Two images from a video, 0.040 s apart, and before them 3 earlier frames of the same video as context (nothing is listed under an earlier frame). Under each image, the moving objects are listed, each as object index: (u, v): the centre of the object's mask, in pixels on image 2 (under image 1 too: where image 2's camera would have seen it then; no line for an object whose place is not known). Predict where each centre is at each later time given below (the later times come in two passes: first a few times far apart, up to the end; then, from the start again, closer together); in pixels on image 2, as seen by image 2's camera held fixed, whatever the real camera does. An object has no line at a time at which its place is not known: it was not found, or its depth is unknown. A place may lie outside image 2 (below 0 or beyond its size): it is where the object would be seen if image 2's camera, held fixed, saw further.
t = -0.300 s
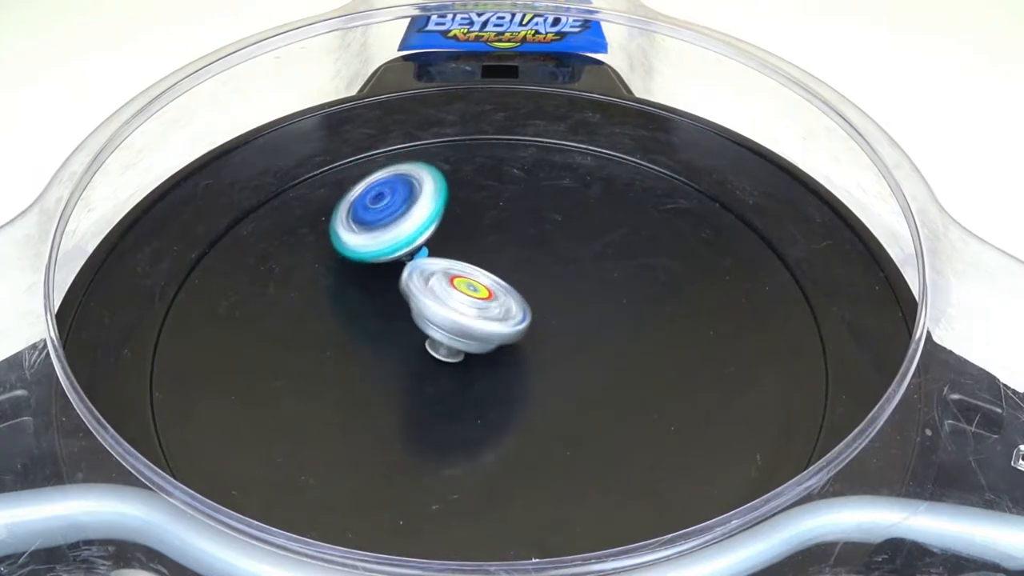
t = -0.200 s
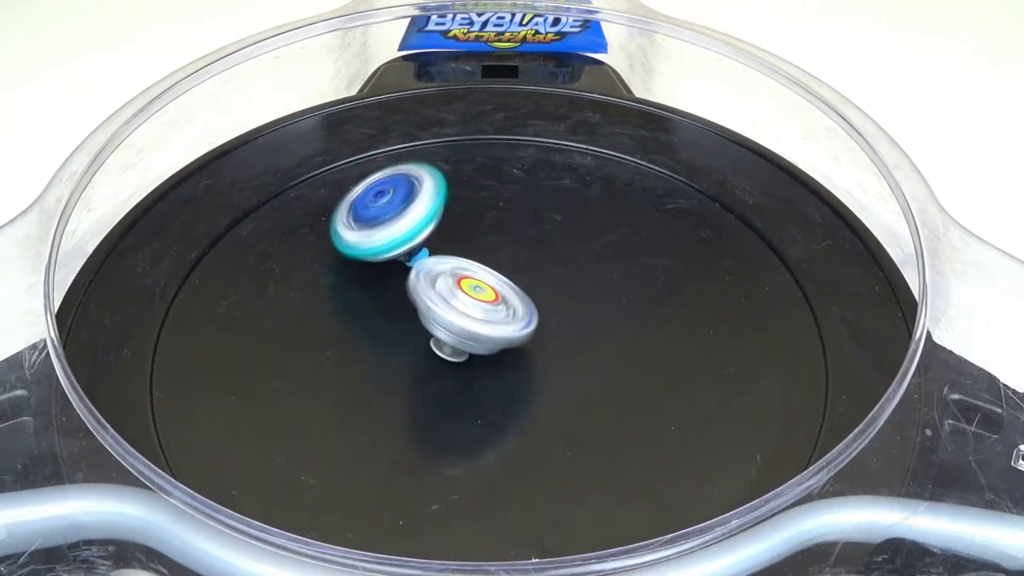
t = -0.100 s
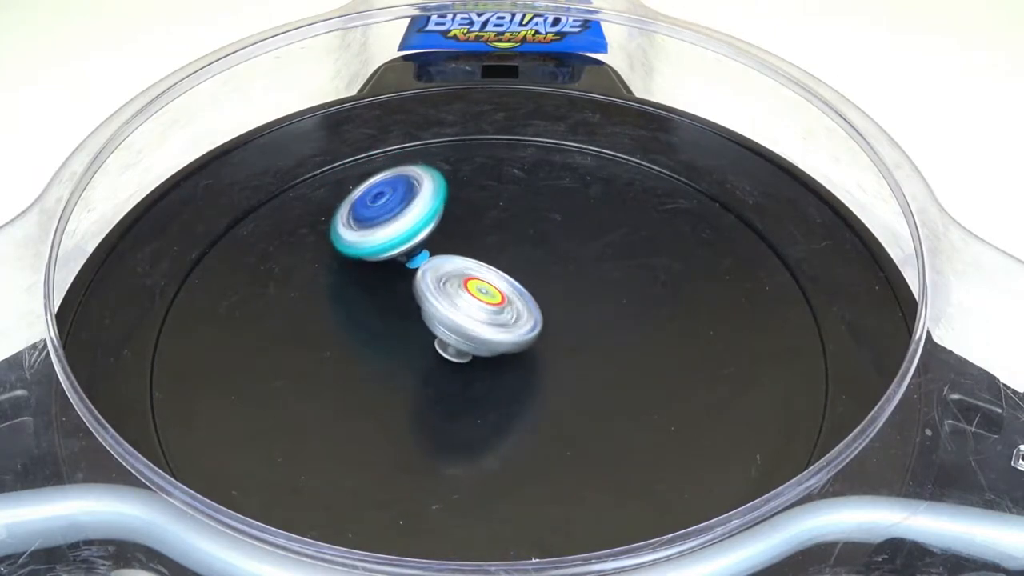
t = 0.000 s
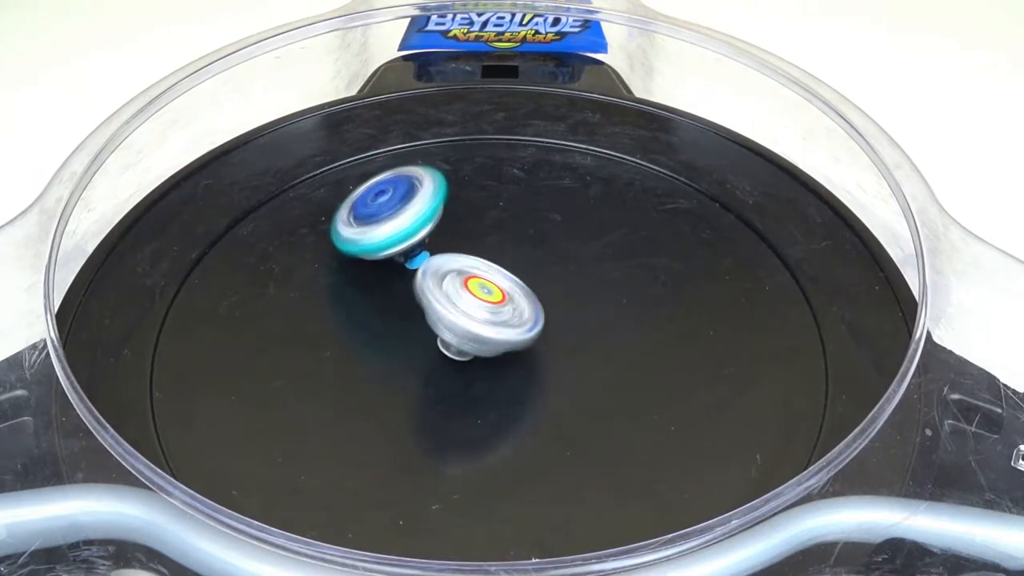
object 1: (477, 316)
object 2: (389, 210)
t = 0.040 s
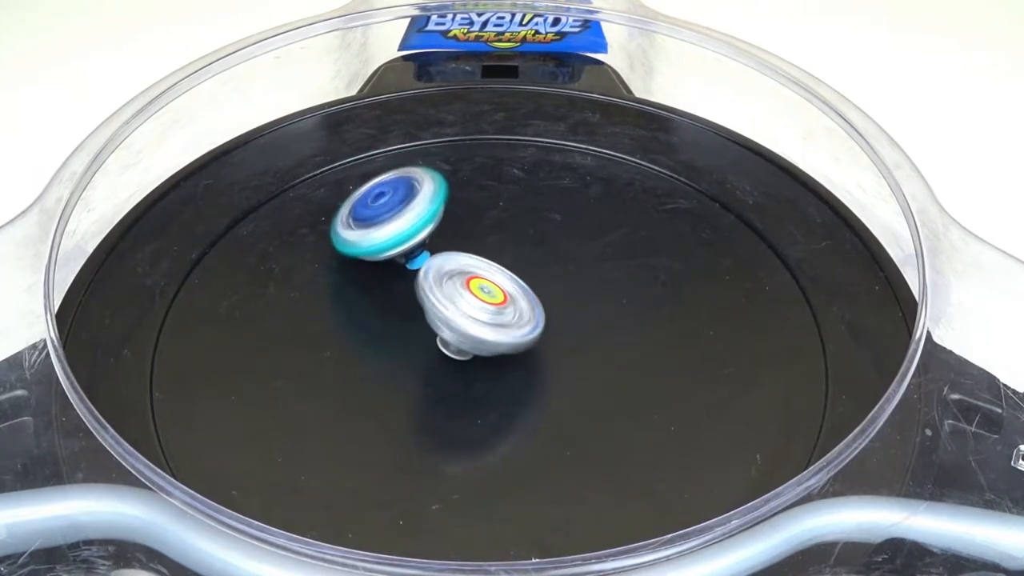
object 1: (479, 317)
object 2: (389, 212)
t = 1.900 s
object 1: (478, 328)
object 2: (440, 215)
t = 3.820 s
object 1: (509, 347)
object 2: (427, 242)
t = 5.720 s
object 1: (510, 339)
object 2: (456, 227)
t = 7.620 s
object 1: (529, 358)
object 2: (444, 278)
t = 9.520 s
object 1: (528, 261)
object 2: (566, 342)
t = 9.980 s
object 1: (576, 312)
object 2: (422, 275)
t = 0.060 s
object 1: (477, 315)
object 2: (387, 212)
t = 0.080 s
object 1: (477, 315)
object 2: (387, 210)
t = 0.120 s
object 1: (478, 314)
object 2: (389, 209)
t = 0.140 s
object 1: (478, 313)
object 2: (391, 210)
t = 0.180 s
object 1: (480, 313)
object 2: (388, 211)
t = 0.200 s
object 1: (479, 311)
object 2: (390, 214)
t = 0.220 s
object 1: (479, 311)
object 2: (392, 213)
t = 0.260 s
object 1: (480, 309)
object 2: (394, 215)
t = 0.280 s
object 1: (479, 308)
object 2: (392, 215)
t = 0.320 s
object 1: (479, 307)
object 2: (391, 213)
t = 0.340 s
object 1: (478, 305)
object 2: (394, 212)
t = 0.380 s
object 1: (478, 306)
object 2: (395, 213)
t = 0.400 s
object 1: (478, 305)
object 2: (394, 214)
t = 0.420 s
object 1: (477, 305)
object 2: (392, 213)
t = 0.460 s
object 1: (477, 305)
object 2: (397, 210)
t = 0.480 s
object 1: (477, 306)
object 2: (399, 211)
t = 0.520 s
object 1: (478, 305)
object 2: (396, 211)
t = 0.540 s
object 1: (478, 305)
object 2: (395, 211)
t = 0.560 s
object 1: (479, 306)
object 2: (398, 208)
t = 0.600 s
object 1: (479, 305)
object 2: (402, 210)
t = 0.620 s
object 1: (480, 306)
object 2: (401, 211)
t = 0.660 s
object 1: (480, 305)
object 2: (398, 208)
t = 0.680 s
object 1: (480, 307)
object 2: (401, 207)
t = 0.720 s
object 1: (479, 306)
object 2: (405, 209)
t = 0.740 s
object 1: (480, 307)
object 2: (403, 209)
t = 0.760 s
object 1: (480, 308)
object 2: (402, 208)
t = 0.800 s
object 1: (479, 308)
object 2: (405, 206)
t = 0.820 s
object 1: (480, 308)
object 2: (407, 206)
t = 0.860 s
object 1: (479, 308)
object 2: (407, 208)
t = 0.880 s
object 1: (479, 308)
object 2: (405, 208)
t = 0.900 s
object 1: (478, 307)
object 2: (405, 206)
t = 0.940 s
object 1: (479, 306)
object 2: (412, 206)
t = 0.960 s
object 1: (478, 305)
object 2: (413, 208)
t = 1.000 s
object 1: (479, 305)
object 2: (410, 207)
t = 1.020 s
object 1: (478, 303)
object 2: (411, 205)
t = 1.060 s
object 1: (479, 303)
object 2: (417, 206)
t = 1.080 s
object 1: (477, 302)
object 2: (417, 208)
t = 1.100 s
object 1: (477, 303)
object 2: (417, 208)
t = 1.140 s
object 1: (476, 302)
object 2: (417, 207)
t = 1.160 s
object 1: (478, 303)
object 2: (418, 206)
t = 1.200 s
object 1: (477, 303)
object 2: (422, 208)
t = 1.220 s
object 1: (479, 304)
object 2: (421, 208)
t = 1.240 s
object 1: (478, 304)
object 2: (419, 208)
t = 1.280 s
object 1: (480, 306)
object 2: (421, 207)
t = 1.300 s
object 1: (480, 306)
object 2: (424, 207)
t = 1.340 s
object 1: (481, 310)
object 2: (425, 209)
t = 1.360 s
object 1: (480, 310)
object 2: (424, 209)
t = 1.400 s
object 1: (481, 314)
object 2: (426, 208)
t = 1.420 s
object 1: (479, 314)
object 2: (428, 208)
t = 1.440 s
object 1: (481, 317)
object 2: (429, 209)
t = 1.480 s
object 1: (479, 319)
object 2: (428, 210)
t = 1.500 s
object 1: (481, 320)
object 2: (429, 210)
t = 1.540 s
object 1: (481, 323)
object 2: (432, 209)
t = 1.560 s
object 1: (481, 323)
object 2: (434, 210)
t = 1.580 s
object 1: (480, 323)
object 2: (434, 212)
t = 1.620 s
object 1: (482, 326)
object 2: (433, 212)
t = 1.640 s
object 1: (481, 328)
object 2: (434, 211)
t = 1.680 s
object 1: (482, 328)
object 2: (437, 212)
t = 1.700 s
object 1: (481, 325)
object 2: (438, 213)
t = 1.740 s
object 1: (480, 325)
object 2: (436, 214)
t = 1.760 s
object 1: (480, 327)
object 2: (436, 214)
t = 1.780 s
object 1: (481, 326)
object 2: (437, 214)
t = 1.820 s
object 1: (479, 326)
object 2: (441, 214)
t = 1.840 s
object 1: (479, 329)
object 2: (441, 215)
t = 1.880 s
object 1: (480, 325)
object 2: (439, 215)
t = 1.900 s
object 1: (478, 328)
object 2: (440, 215)
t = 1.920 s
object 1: (479, 330)
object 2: (443, 215)
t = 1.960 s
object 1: (479, 330)
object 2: (444, 216)
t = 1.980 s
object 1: (479, 329)
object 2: (443, 218)
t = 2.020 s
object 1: (479, 331)
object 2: (443, 218)
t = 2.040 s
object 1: (481, 330)
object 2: (445, 217)
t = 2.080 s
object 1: (481, 332)
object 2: (447, 219)
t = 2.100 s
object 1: (480, 332)
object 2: (446, 220)
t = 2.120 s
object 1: (480, 332)
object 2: (445, 220)
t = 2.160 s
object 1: (481, 332)
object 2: (447, 219)
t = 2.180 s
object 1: (481, 333)
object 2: (449, 220)
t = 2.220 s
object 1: (482, 333)
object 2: (448, 222)
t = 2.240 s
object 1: (483, 335)
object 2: (447, 222)
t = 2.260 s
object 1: (483, 339)
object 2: (447, 222)
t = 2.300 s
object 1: (485, 349)
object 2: (449, 224)
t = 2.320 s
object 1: (488, 353)
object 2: (448, 226)
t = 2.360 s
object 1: (490, 362)
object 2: (446, 225)
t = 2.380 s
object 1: (490, 365)
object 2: (447, 225)
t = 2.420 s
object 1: (494, 374)
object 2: (451, 226)
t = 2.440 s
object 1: (494, 377)
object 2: (450, 228)
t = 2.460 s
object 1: (497, 380)
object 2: (449, 229)
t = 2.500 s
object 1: (497, 387)
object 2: (447, 228)
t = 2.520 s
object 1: (500, 387)
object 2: (448, 228)
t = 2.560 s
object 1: (504, 390)
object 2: (451, 230)
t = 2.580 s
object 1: (504, 391)
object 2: (450, 232)
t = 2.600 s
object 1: (504, 392)
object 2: (448, 232)
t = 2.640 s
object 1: (505, 394)
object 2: (449, 230)
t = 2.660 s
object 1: (508, 393)
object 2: (451, 231)
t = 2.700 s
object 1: (510, 390)
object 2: (449, 234)
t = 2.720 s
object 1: (508, 388)
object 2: (446, 236)
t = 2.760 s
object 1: (507, 384)
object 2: (447, 235)
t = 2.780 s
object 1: (505, 379)
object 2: (450, 235)
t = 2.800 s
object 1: (507, 379)
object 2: (450, 237)
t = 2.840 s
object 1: (505, 373)
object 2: (444, 239)
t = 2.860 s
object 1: (504, 368)
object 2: (443, 238)
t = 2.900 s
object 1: (501, 362)
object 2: (447, 238)
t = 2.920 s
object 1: (499, 360)
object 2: (448, 240)
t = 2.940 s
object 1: (499, 358)
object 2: (447, 241)
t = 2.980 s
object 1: (495, 354)
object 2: (441, 242)
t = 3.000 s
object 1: (491, 352)
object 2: (442, 241)
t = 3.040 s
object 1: (487, 355)
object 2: (445, 238)
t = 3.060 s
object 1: (484, 360)
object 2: (445, 236)
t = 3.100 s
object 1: (479, 369)
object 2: (444, 237)
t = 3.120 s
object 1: (477, 372)
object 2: (445, 238)
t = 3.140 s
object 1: (474, 372)
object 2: (445, 239)
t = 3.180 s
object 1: (470, 372)
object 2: (443, 239)
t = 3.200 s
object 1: (467, 370)
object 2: (442, 239)
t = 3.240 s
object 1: (465, 367)
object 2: (443, 240)
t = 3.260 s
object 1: (464, 366)
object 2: (443, 241)
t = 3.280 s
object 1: (461, 363)
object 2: (441, 241)
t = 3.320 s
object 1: (459, 358)
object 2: (440, 239)
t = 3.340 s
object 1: (459, 361)
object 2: (441, 237)
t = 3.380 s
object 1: (461, 368)
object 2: (445, 241)
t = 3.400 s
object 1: (462, 370)
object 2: (442, 242)
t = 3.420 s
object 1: (464, 372)
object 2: (438, 242)
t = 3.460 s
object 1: (468, 373)
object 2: (436, 240)
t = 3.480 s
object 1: (468, 375)
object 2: (438, 240)
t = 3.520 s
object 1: (473, 373)
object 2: (437, 243)
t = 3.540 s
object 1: (477, 371)
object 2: (433, 243)
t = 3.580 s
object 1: (482, 368)
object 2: (431, 240)
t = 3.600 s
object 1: (483, 367)
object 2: (433, 239)
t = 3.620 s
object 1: (487, 364)
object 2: (435, 241)
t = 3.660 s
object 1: (493, 361)
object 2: (430, 242)
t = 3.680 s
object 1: (494, 358)
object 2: (428, 241)
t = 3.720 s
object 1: (498, 355)
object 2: (431, 240)
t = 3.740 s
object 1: (502, 354)
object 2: (431, 243)
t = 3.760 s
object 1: (502, 350)
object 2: (429, 244)
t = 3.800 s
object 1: (507, 348)
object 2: (425, 243)
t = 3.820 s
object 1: (509, 347)
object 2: (427, 242)
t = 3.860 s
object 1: (511, 345)
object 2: (428, 245)
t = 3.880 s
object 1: (512, 341)
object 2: (425, 247)
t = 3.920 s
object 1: (515, 340)
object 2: (424, 245)
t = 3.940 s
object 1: (516, 341)
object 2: (426, 244)
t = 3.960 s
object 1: (518, 339)
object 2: (427, 245)
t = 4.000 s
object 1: (521, 341)
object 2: (423, 249)
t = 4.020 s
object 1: (523, 343)
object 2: (421, 248)
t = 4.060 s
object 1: (524, 344)
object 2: (422, 246)
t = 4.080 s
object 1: (526, 343)
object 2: (423, 246)
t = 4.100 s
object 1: (525, 344)
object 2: (422, 248)
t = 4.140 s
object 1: (526, 345)
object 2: (418, 248)
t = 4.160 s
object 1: (527, 344)
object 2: (417, 247)
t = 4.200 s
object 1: (526, 345)
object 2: (419, 247)
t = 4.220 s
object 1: (524, 346)
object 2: (418, 248)
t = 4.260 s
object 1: (523, 346)
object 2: (414, 248)
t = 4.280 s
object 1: (522, 346)
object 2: (413, 247)
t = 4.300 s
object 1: (519, 347)
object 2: (414, 246)
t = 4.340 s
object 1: (517, 348)
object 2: (414, 248)
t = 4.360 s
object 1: (516, 348)
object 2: (412, 249)
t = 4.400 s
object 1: (512, 348)
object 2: (412, 246)
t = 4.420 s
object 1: (509, 348)
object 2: (413, 246)
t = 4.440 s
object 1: (508, 348)
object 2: (413, 246)
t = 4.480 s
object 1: (504, 348)
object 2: (410, 248)
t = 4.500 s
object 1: (500, 347)
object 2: (410, 247)
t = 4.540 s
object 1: (496, 346)
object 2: (411, 245)
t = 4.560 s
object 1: (494, 346)
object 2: (411, 246)
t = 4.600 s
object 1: (490, 344)
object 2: (408, 246)
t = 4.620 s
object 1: (488, 343)
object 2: (408, 245)
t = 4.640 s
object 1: (486, 342)
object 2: (409, 244)
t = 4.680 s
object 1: (483, 340)
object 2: (409, 243)
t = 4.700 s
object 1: (482, 340)
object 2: (407, 243)
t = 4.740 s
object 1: (484, 340)
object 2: (409, 239)
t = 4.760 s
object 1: (485, 340)
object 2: (411, 239)
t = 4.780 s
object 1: (484, 339)
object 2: (412, 239)
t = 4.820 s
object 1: (484, 337)
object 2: (407, 241)
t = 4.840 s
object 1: (485, 336)
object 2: (407, 239)
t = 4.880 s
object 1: (485, 333)
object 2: (411, 238)
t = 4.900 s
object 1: (485, 331)
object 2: (412, 237)
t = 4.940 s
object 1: (486, 328)
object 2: (408, 238)
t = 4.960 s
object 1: (488, 327)
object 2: (408, 237)
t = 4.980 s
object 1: (488, 325)
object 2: (412, 240)
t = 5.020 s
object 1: (490, 325)
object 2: (416, 240)
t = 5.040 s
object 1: (492, 323)
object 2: (415, 240)
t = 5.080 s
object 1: (495, 321)
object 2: (413, 238)
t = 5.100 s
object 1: (496, 321)
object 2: (414, 236)
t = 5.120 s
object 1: (498, 320)
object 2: (417, 236)
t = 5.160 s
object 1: (501, 318)
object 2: (420, 235)
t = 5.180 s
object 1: (502, 318)
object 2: (419, 236)
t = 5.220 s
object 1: (505, 318)
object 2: (417, 231)
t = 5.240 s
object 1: (508, 317)
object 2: (418, 229)
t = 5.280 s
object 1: (511, 318)
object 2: (425, 228)
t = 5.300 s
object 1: (511, 320)
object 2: (424, 228)
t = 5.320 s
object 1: (513, 320)
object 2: (423, 228)
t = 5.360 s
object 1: (515, 321)
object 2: (424, 224)
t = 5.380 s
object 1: (515, 323)
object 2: (427, 223)
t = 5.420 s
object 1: (517, 324)
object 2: (434, 225)
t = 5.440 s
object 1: (517, 324)
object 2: (434, 226)
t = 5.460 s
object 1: (517, 326)
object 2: (433, 226)
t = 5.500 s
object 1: (517, 328)
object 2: (435, 223)
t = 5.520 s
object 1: (517, 329)
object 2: (439, 222)
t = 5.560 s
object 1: (517, 331)
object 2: (444, 225)
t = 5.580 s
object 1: (516, 332)
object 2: (444, 225)
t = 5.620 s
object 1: (514, 335)
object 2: (445, 224)
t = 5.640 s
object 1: (513, 336)
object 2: (447, 223)
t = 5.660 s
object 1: (513, 337)
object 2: (451, 223)
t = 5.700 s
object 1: (511, 338)
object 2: (455, 229)
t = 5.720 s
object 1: (510, 339)
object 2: (456, 227)
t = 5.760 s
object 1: (507, 340)
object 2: (457, 227)
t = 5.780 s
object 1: (507, 340)
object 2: (459, 226)
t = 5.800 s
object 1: (505, 341)
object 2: (461, 226)
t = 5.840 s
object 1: (501, 341)
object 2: (466, 230)
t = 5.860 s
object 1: (500, 342)
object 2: (467, 233)
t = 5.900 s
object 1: (496, 341)
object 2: (469, 240)
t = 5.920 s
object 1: (494, 342)
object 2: (470, 239)
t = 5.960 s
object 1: (490, 341)
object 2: (473, 240)
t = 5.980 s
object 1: (488, 340)
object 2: (474, 241)
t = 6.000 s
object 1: (485, 343)
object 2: (477, 240)
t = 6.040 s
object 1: (477, 344)
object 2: (481, 243)
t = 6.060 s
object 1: (470, 347)
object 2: (484, 244)
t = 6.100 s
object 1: (457, 355)
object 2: (489, 249)
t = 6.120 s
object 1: (454, 357)
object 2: (489, 253)
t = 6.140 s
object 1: (450, 359)
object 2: (489, 258)
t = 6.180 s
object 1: (446, 351)
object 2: (489, 259)
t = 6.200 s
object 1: (445, 354)
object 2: (490, 260)
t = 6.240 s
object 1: (440, 361)
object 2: (494, 260)
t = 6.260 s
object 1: (437, 361)
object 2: (493, 263)
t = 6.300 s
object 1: (430, 365)
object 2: (493, 265)
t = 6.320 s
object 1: (426, 365)
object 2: (496, 266)
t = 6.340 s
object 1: (421, 366)
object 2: (494, 267)
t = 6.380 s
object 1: (419, 366)
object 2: (490, 271)
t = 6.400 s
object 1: (420, 366)
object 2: (489, 272)
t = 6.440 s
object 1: (393, 383)
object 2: (499, 264)
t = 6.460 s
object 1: (383, 389)
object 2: (499, 258)
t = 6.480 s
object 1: (372, 393)
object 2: (498, 257)
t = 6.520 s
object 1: (364, 397)
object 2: (495, 257)
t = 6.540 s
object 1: (363, 396)
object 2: (495, 259)
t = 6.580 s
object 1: (364, 399)
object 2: (492, 261)
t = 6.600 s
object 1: (368, 397)
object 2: (488, 263)
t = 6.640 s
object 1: (369, 396)
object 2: (480, 264)
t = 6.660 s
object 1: (372, 395)
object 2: (477, 265)
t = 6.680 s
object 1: (374, 394)
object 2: (475, 267)
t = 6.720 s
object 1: (380, 393)
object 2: (470, 268)
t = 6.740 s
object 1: (384, 390)
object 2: (467, 269)
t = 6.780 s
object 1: (392, 389)
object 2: (460, 270)
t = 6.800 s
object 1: (397, 382)
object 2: (458, 268)
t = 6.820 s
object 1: (400, 389)
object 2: (456, 267)
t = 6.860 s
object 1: (409, 377)
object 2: (453, 266)
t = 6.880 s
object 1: (414, 374)
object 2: (451, 265)
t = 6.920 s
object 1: (424, 380)
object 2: (446, 262)
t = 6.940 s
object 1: (431, 379)
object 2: (442, 260)
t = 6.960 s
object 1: (435, 373)
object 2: (438, 258)
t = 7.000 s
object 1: (445, 368)
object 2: (433, 257)
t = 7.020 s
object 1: (451, 368)
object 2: (430, 257)
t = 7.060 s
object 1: (462, 367)
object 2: (424, 258)
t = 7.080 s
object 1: (469, 364)
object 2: (422, 259)
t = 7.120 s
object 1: (482, 364)
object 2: (418, 261)
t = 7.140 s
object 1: (490, 364)
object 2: (418, 262)
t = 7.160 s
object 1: (492, 365)
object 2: (417, 264)
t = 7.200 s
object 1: (502, 364)
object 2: (417, 264)
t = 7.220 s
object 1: (505, 365)
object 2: (417, 263)
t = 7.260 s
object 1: (513, 365)
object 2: (416, 262)
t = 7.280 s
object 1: (517, 364)
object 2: (415, 261)
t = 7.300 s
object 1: (521, 364)
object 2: (414, 260)
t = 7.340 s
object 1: (525, 363)
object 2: (414, 259)
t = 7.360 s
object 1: (527, 364)
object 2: (415, 257)
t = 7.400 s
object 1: (532, 369)
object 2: (414, 255)
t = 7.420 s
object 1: (535, 359)
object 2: (414, 254)
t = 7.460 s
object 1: (535, 362)
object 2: (417, 252)
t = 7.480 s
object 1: (533, 368)
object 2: (421, 252)
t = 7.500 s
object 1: (534, 361)
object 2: (424, 258)
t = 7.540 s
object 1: (530, 359)
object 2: (437, 261)
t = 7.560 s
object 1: (531, 361)
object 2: (442, 268)
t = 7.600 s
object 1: (526, 362)
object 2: (443, 272)
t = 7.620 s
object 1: (529, 358)
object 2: (444, 278)
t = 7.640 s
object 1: (531, 365)
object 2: (447, 272)
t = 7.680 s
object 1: (538, 372)
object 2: (454, 278)
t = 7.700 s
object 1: (540, 372)
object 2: (458, 278)
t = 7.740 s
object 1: (541, 377)
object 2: (471, 279)
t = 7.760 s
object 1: (549, 383)
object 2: (475, 282)
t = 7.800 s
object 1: (558, 405)
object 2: (477, 274)
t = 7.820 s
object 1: (565, 412)
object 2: (478, 269)
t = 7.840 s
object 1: (569, 420)
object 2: (479, 268)
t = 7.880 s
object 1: (576, 429)
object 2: (485, 266)
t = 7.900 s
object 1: (579, 435)
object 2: (487, 265)
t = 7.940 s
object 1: (580, 437)
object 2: (489, 268)
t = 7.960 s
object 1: (582, 437)
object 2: (489, 267)
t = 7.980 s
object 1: (579, 436)
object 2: (492, 267)
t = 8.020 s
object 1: (577, 430)
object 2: (490, 255)
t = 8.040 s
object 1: (576, 428)
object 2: (490, 254)
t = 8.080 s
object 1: (574, 418)
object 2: (492, 251)
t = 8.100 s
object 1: (574, 414)
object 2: (494, 250)
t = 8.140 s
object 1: (571, 406)
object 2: (499, 247)
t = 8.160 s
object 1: (570, 405)
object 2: (501, 248)
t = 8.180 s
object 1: (564, 402)
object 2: (501, 248)
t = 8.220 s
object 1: (558, 395)
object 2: (502, 247)
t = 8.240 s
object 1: (552, 391)
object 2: (503, 248)
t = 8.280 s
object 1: (543, 385)
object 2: (502, 250)
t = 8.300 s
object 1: (536, 380)
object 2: (501, 246)
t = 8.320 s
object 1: (527, 378)
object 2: (499, 248)
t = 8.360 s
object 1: (513, 368)
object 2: (499, 251)
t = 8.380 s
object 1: (504, 364)
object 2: (498, 251)
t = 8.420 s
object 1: (482, 359)
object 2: (501, 269)
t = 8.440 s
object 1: (468, 362)
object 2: (506, 262)
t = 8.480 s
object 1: (442, 357)
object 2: (514, 261)
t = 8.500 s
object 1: (431, 359)
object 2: (523, 272)
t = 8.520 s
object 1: (424, 358)
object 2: (527, 288)
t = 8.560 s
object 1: (405, 350)
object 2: (536, 274)
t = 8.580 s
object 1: (398, 351)
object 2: (539, 277)
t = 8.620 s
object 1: (387, 345)
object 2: (549, 289)
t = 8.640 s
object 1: (386, 343)
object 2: (549, 285)
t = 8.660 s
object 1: (382, 339)
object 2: (550, 285)
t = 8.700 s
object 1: (378, 336)
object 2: (553, 280)
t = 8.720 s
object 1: (379, 333)
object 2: (555, 282)
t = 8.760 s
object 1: (380, 326)
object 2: (557, 298)
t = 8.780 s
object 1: (381, 325)
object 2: (555, 296)
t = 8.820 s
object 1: (385, 329)
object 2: (555, 292)
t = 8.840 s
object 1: (385, 324)
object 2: (555, 290)
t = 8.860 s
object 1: (388, 329)
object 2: (553, 294)
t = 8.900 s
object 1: (391, 324)
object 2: (549, 290)
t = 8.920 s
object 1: (393, 321)
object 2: (546, 296)
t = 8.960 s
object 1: (398, 325)
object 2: (540, 313)
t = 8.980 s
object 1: (398, 324)
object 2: (540, 313)
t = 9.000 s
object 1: (398, 323)
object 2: (540, 314)
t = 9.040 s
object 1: (401, 320)
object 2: (543, 308)
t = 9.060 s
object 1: (404, 320)
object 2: (548, 310)
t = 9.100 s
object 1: (407, 315)
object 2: (550, 306)
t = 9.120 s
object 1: (412, 314)
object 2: (550, 309)
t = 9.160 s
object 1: (414, 309)
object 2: (559, 324)
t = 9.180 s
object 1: (418, 300)
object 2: (564, 325)
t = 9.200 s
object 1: (426, 298)
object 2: (569, 329)
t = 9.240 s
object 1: (436, 291)
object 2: (574, 331)
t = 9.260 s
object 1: (447, 289)
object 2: (577, 336)
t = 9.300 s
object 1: (455, 279)
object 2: (581, 339)
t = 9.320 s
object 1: (462, 280)
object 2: (580, 344)
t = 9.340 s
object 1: (473, 273)
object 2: (583, 351)
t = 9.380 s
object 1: (488, 272)
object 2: (582, 345)
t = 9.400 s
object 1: (498, 271)
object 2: (578, 352)
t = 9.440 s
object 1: (502, 266)
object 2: (573, 356)
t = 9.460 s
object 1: (513, 267)
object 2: (573, 354)
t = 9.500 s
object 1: (525, 263)
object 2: (569, 343)
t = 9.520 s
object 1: (528, 261)
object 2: (566, 342)
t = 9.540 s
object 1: (531, 265)
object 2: (559, 348)
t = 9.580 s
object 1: (540, 253)
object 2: (553, 340)
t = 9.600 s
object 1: (548, 258)
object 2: (549, 337)
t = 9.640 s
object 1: (545, 264)
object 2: (538, 342)
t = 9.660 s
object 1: (549, 262)
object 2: (530, 335)
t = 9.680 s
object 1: (549, 263)
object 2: (520, 336)
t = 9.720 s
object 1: (550, 267)
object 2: (506, 331)
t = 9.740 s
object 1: (551, 271)
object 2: (503, 329)
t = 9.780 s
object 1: (560, 272)
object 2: (489, 318)
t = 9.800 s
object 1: (561, 280)
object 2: (477, 319)
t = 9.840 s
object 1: (566, 287)
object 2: (466, 308)
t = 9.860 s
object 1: (569, 290)
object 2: (459, 301)
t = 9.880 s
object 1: (567, 289)
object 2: (454, 293)
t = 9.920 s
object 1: (572, 301)
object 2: (438, 286)
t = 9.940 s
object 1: (572, 305)
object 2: (434, 278)
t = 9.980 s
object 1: (576, 312)
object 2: (422, 275)
